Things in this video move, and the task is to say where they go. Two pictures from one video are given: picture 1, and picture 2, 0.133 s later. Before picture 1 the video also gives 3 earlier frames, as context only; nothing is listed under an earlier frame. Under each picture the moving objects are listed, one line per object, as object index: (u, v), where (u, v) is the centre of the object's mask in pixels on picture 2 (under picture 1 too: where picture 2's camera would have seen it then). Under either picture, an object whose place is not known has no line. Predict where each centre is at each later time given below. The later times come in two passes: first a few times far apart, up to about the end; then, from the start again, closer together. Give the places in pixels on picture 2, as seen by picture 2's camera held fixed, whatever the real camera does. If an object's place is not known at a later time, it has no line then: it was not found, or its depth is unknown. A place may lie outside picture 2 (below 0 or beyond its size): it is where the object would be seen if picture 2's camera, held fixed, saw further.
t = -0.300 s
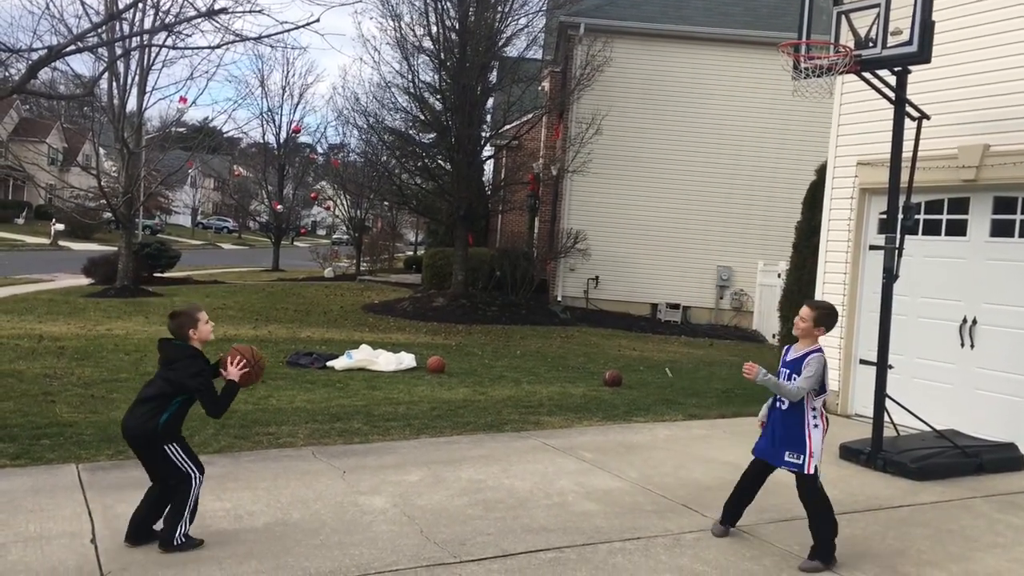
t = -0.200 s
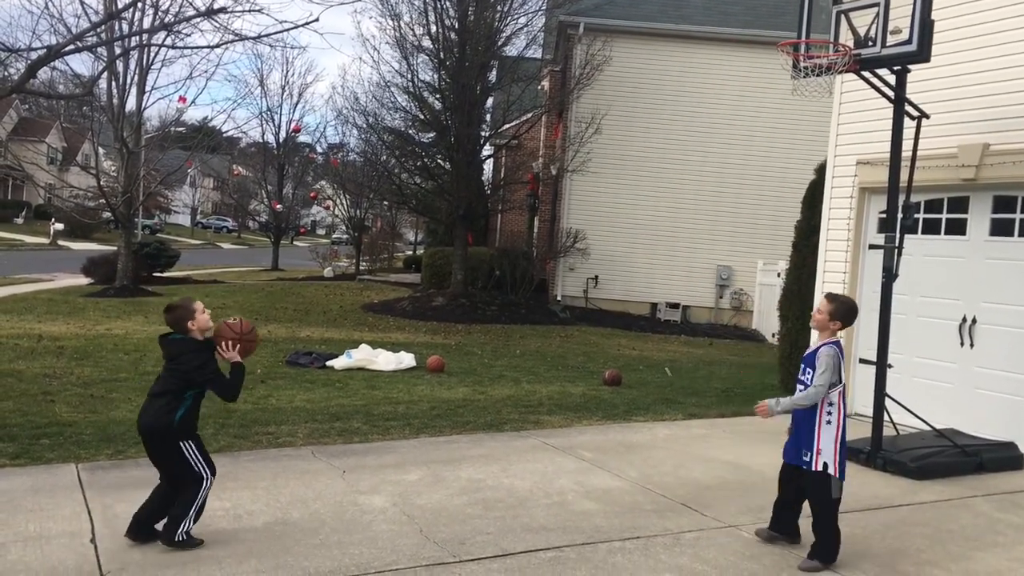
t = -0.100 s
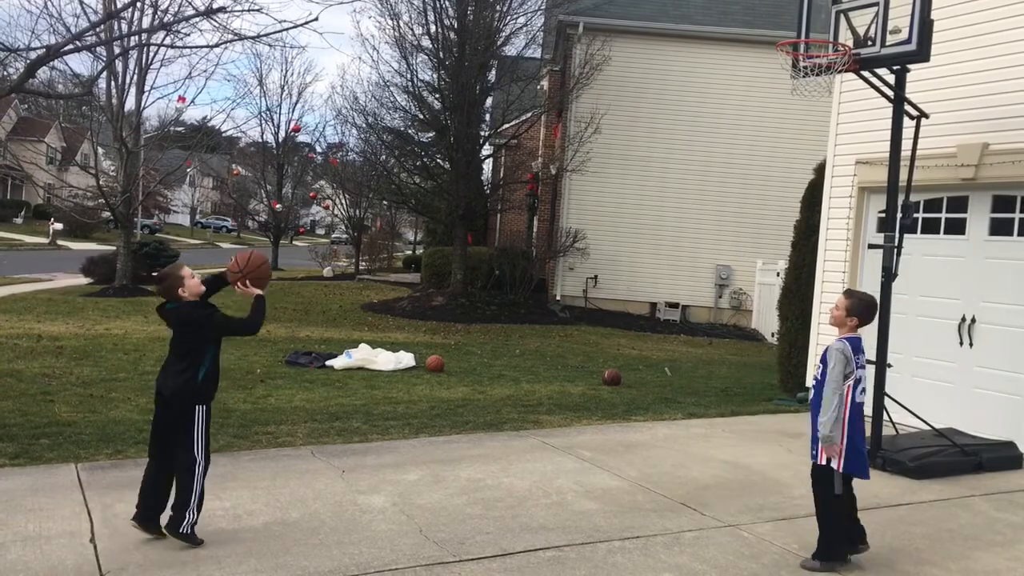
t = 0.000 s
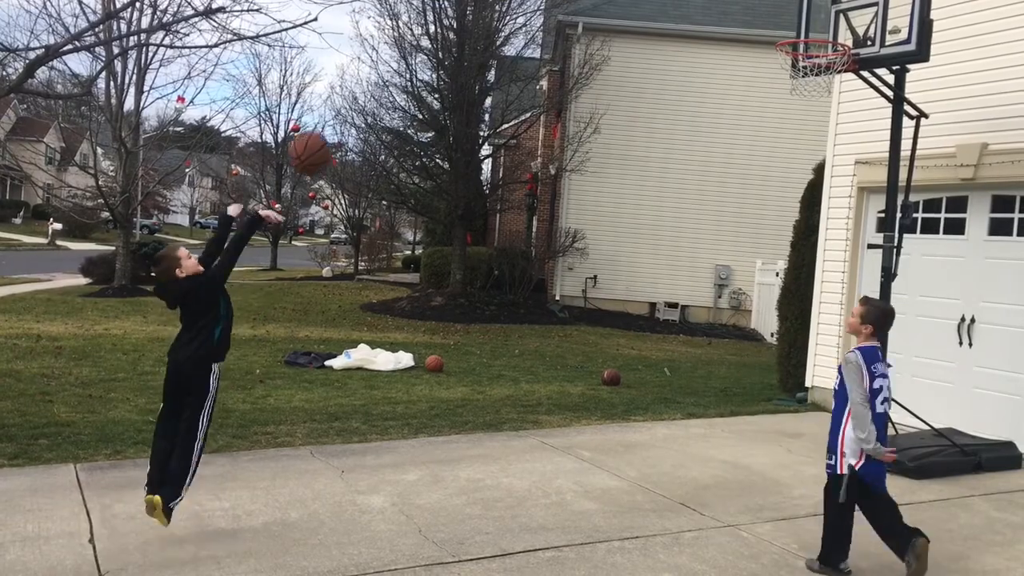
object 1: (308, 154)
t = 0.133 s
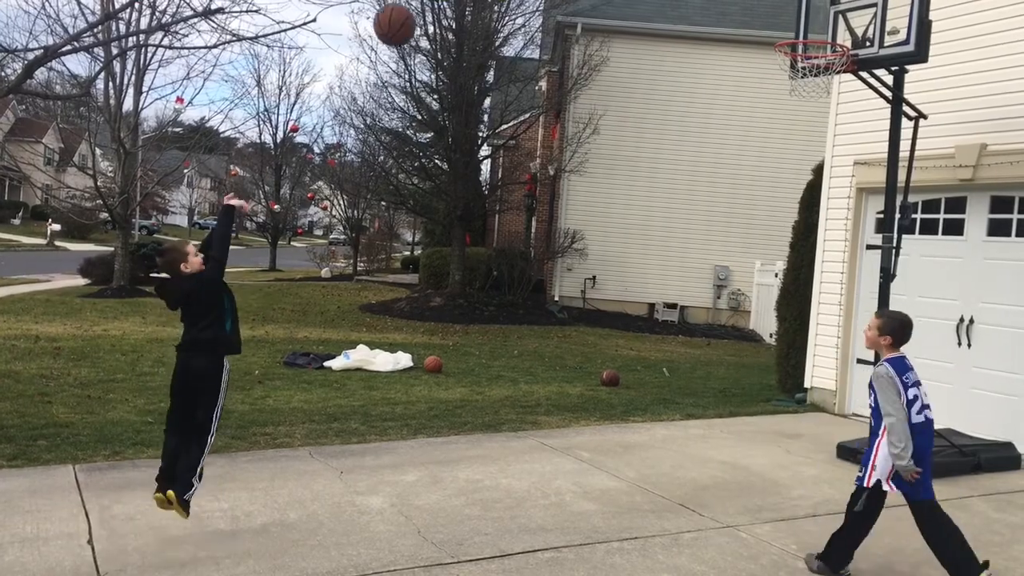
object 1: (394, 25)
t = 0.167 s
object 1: (415, 8)
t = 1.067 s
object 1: (797, 20)
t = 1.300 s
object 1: (819, 2)
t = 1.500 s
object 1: (834, 42)
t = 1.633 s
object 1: (839, 107)
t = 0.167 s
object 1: (415, 8)
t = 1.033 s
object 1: (791, 18)
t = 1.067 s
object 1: (797, 20)
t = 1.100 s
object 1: (800, 12)
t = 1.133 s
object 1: (804, 7)
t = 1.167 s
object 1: (807, 4)
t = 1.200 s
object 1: (810, 2)
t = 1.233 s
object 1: (814, 1)
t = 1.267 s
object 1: (817, 1)
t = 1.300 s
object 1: (819, 2)
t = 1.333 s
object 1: (822, 3)
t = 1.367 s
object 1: (825, 6)
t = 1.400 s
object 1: (827, 10)
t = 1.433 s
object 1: (829, 20)
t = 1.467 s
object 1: (831, 30)
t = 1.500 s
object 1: (834, 42)
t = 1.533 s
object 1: (835, 56)
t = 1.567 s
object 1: (837, 71)
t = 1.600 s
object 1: (838, 89)
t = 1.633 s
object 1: (839, 107)
